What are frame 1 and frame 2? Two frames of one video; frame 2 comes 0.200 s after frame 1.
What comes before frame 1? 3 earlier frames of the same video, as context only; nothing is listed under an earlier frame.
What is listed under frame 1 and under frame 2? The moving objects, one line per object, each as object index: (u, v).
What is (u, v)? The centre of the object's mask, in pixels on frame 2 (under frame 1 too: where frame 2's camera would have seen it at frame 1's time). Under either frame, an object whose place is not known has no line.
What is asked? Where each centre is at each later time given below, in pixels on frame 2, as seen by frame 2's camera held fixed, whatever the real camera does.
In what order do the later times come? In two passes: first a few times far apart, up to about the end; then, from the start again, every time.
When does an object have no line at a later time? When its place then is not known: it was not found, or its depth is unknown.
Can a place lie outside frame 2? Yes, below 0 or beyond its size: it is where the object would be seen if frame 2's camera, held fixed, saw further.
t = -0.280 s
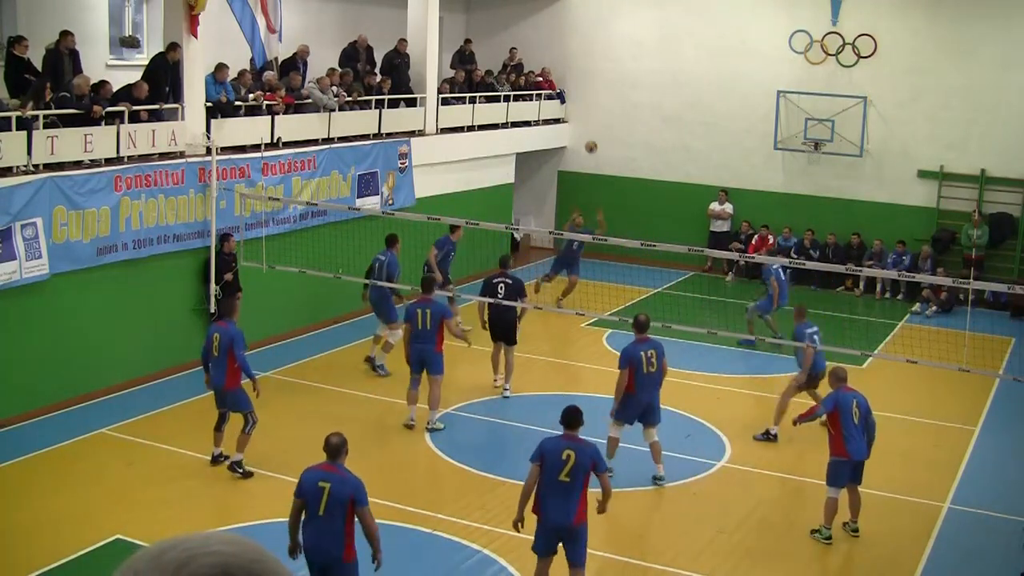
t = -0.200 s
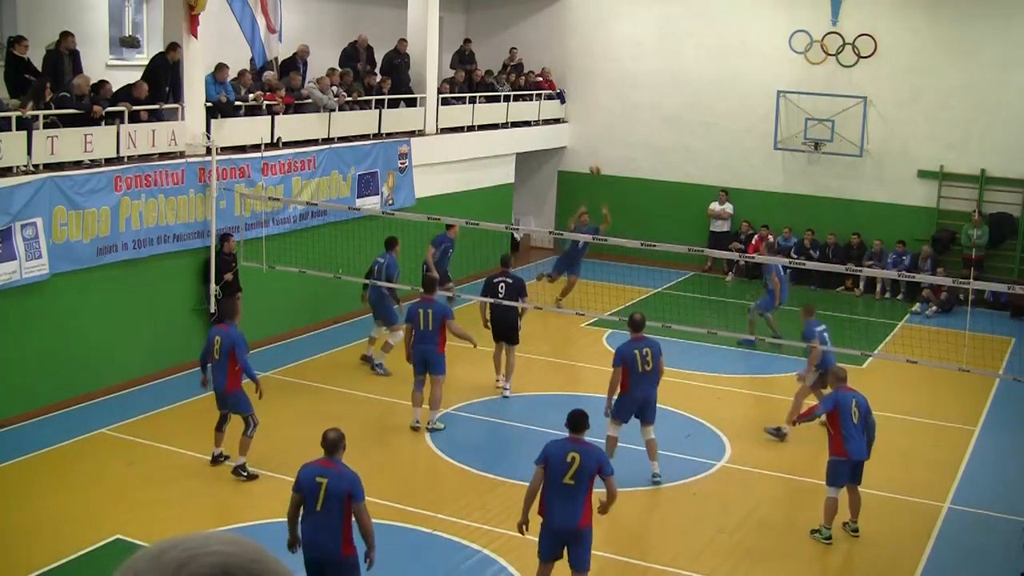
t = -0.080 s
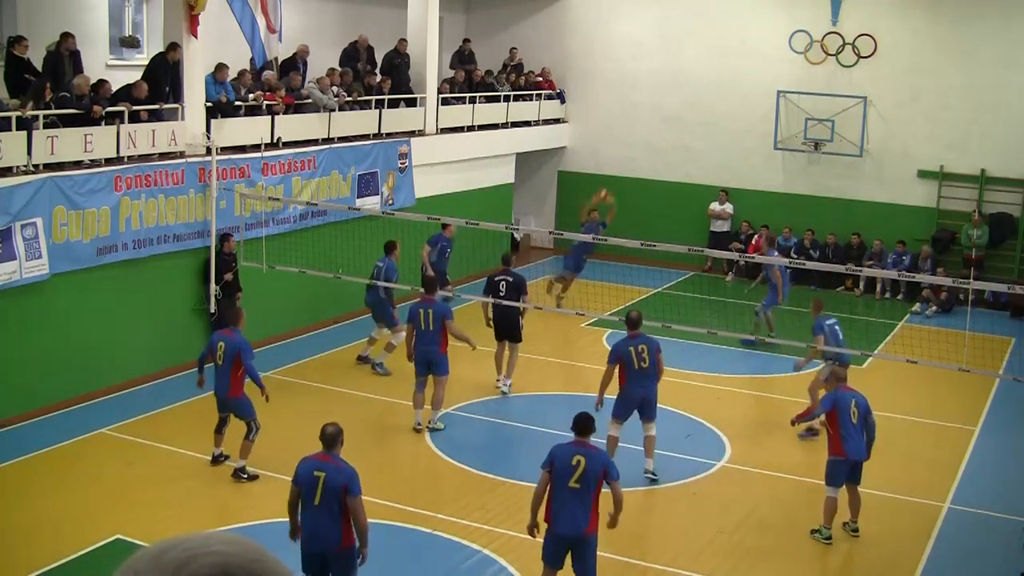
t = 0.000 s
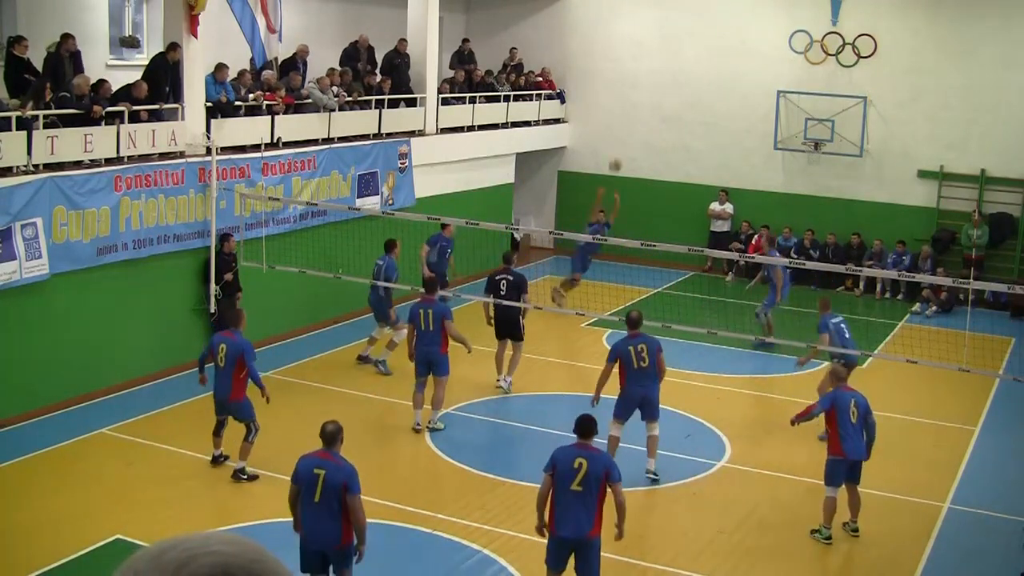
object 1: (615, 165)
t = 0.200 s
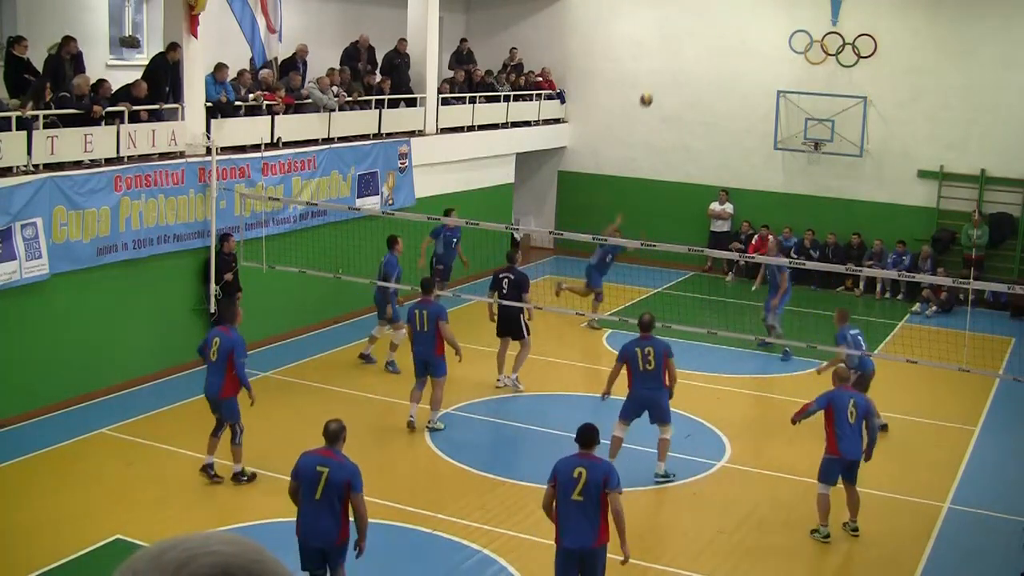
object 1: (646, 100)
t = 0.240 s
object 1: (652, 90)
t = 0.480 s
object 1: (687, 47)
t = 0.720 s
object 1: (724, 42)
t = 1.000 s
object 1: (767, 93)
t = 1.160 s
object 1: (792, 154)
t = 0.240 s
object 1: (652, 90)
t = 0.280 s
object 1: (658, 80)
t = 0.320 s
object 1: (663, 72)
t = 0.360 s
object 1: (669, 63)
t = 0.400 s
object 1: (675, 57)
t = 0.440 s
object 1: (681, 51)
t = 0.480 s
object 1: (687, 47)
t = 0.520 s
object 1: (693, 43)
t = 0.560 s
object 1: (699, 41)
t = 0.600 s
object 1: (705, 39)
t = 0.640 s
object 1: (712, 40)
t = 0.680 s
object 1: (718, 40)
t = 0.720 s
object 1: (724, 42)
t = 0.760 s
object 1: (730, 46)
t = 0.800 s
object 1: (736, 50)
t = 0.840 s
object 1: (743, 56)
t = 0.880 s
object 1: (748, 64)
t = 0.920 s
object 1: (755, 72)
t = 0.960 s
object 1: (761, 82)
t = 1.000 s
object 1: (767, 93)
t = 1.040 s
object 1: (774, 107)
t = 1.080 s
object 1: (780, 120)
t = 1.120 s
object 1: (787, 136)
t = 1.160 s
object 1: (792, 154)
